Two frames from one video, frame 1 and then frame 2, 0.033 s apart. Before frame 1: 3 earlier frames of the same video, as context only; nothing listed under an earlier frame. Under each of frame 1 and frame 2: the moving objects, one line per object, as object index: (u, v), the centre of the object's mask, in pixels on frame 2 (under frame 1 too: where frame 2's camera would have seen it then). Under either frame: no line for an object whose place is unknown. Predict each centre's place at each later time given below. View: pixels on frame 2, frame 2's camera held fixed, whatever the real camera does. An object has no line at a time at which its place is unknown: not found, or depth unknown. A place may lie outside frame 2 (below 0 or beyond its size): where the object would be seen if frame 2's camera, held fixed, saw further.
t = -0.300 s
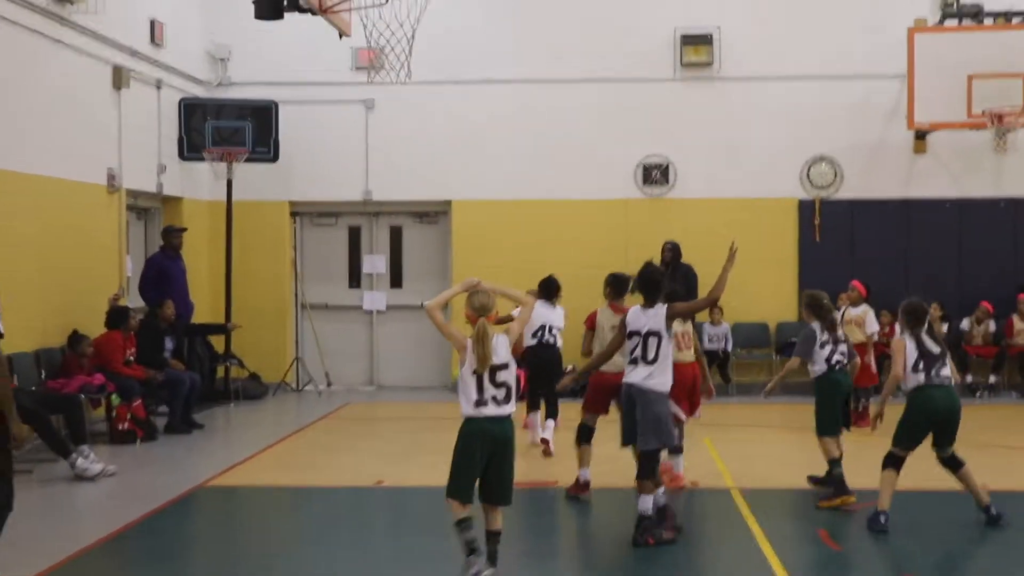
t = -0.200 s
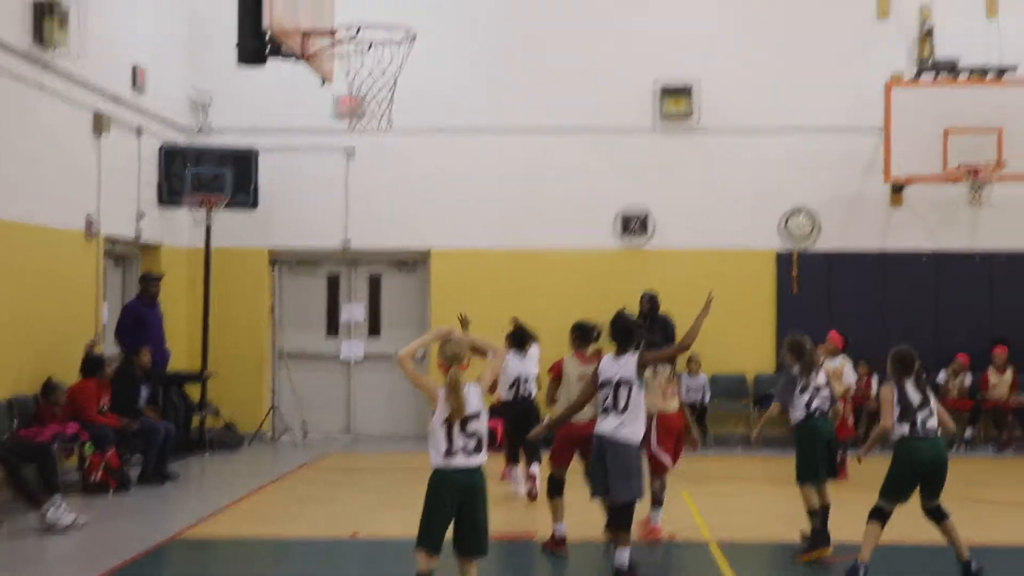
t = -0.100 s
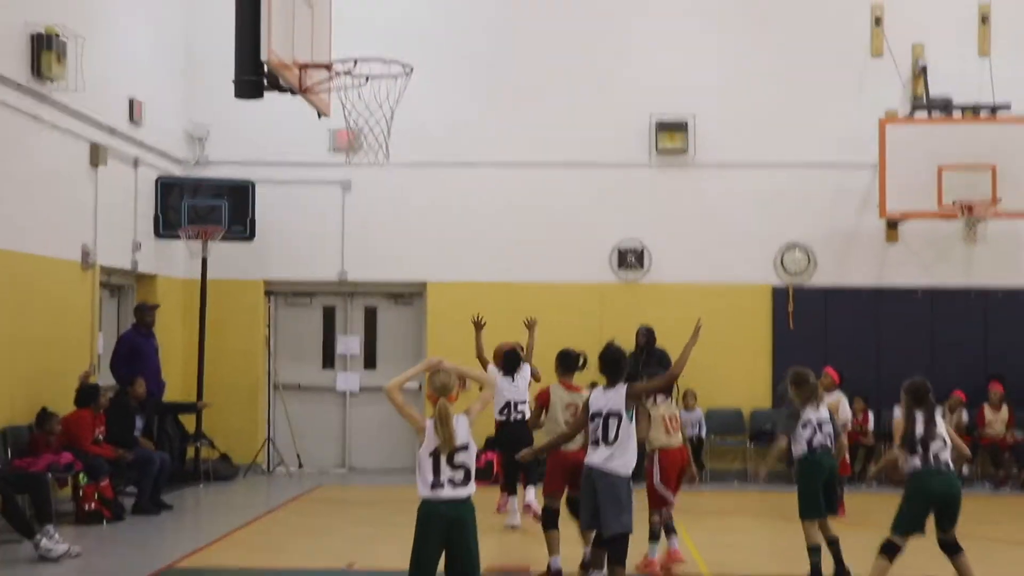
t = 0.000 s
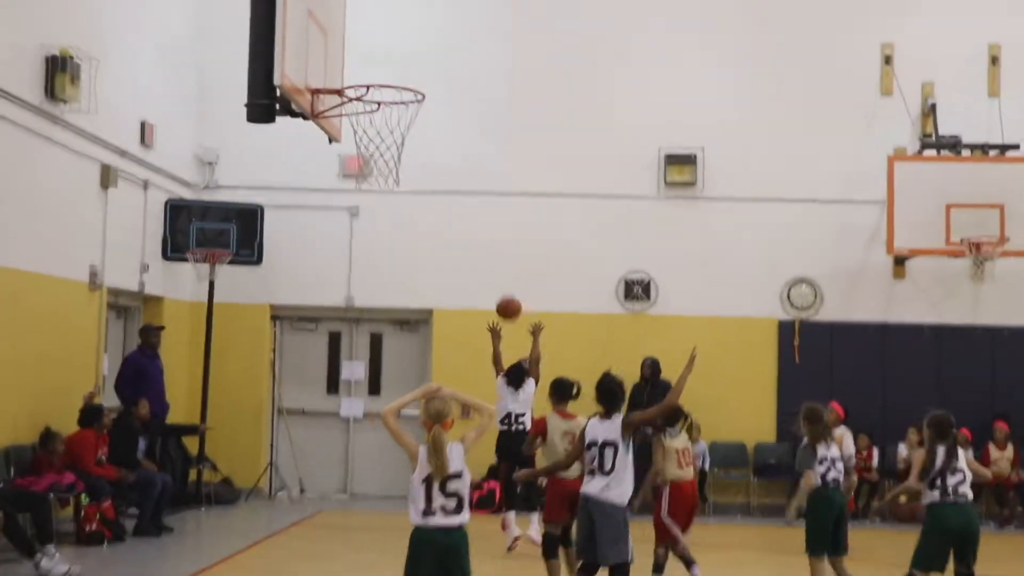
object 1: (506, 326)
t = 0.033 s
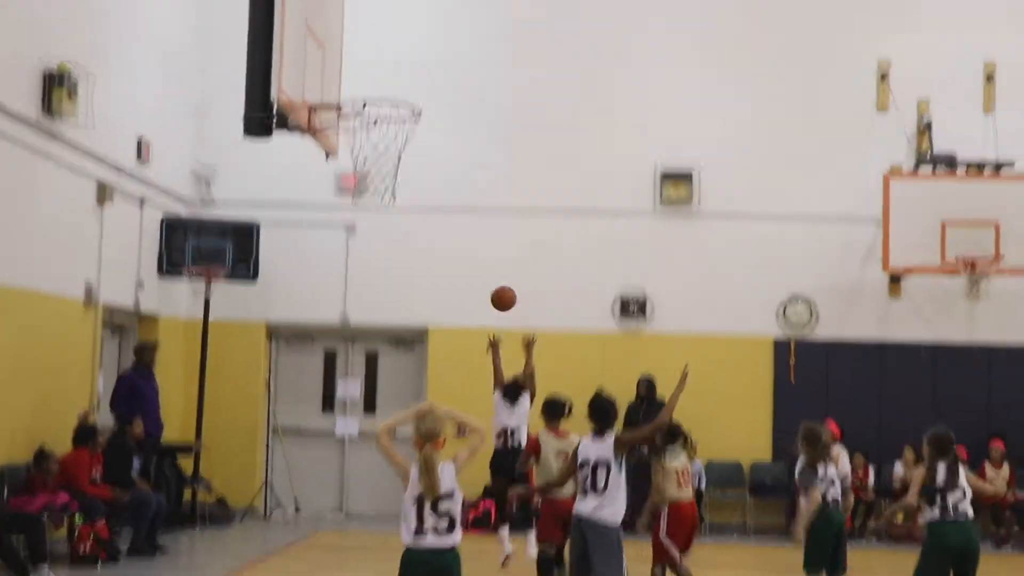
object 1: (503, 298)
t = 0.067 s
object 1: (501, 272)
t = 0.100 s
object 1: (500, 246)
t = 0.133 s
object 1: (499, 221)
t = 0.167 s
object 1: (498, 197)
